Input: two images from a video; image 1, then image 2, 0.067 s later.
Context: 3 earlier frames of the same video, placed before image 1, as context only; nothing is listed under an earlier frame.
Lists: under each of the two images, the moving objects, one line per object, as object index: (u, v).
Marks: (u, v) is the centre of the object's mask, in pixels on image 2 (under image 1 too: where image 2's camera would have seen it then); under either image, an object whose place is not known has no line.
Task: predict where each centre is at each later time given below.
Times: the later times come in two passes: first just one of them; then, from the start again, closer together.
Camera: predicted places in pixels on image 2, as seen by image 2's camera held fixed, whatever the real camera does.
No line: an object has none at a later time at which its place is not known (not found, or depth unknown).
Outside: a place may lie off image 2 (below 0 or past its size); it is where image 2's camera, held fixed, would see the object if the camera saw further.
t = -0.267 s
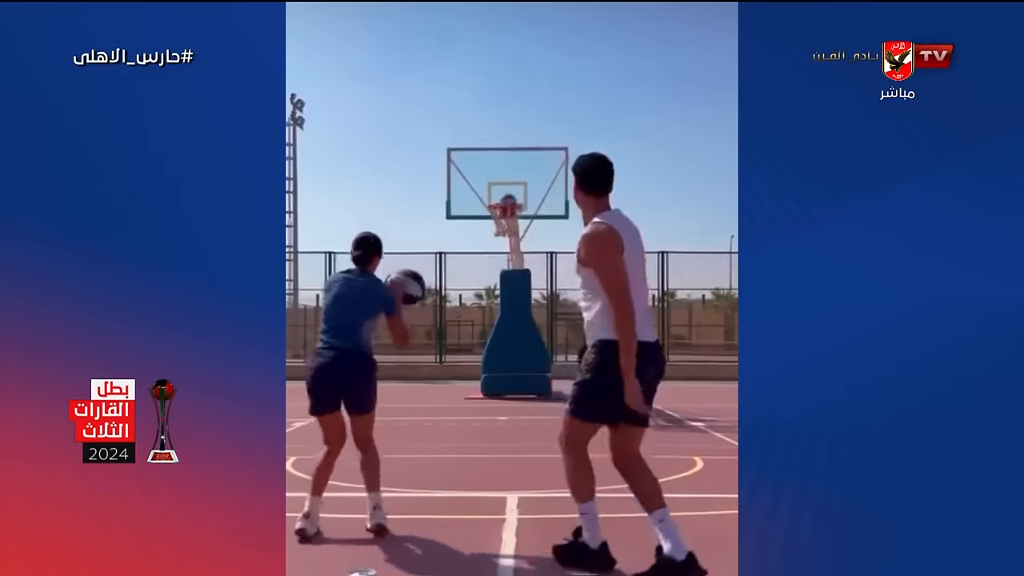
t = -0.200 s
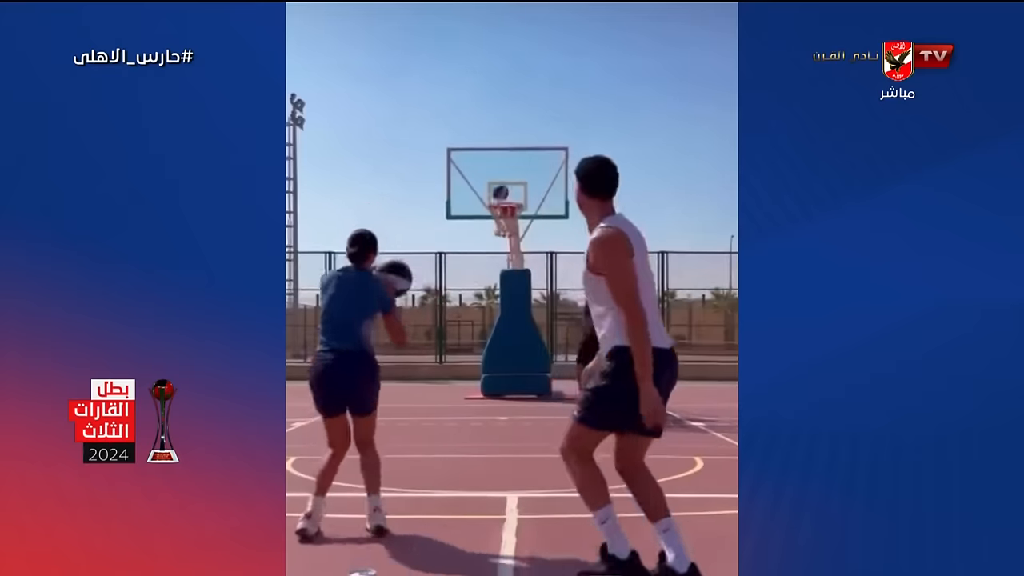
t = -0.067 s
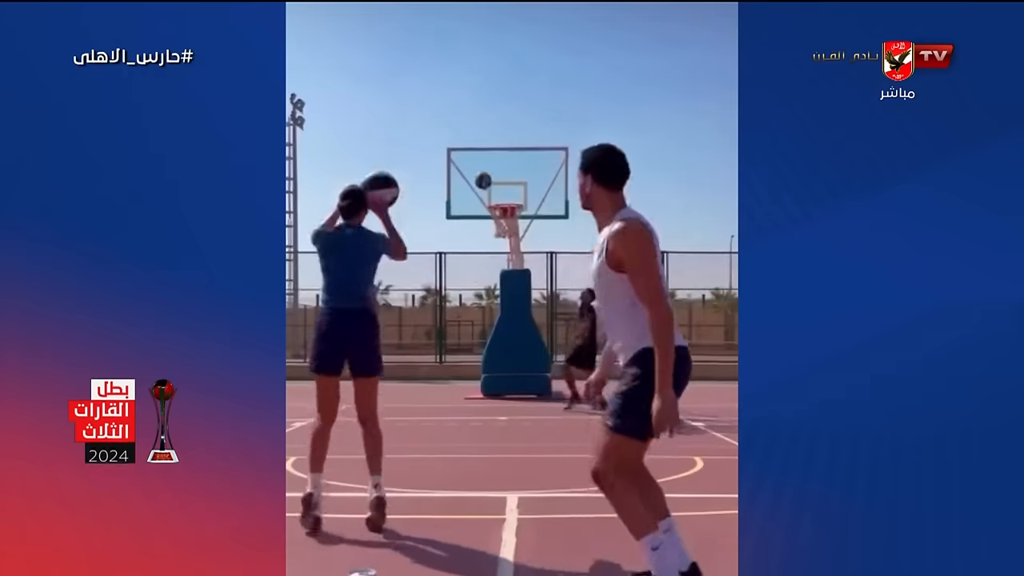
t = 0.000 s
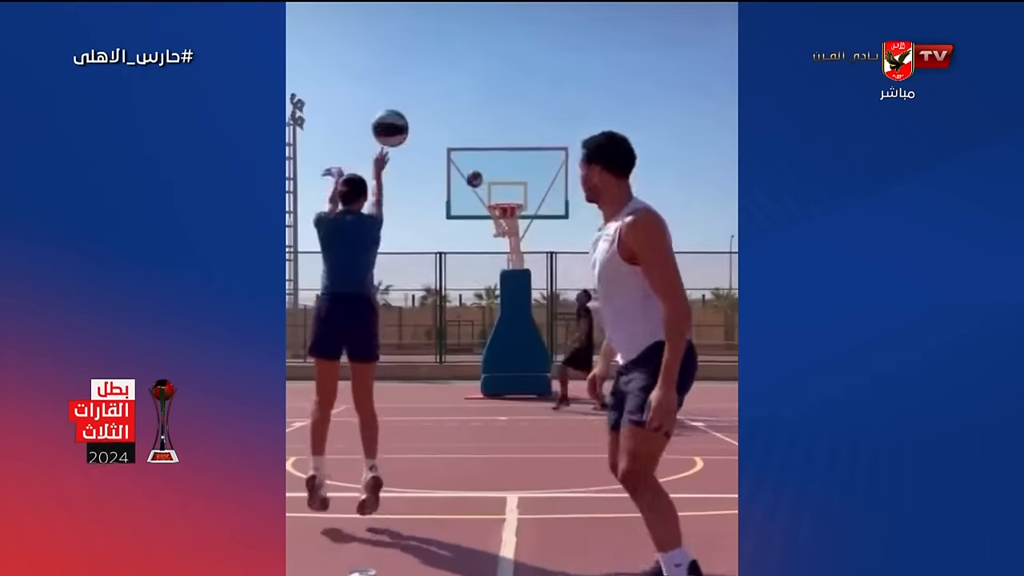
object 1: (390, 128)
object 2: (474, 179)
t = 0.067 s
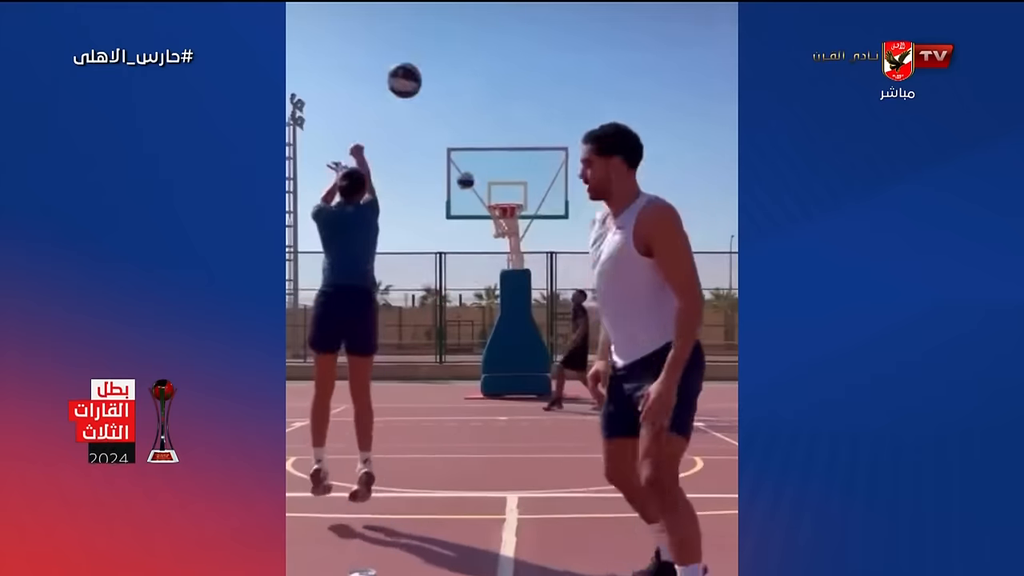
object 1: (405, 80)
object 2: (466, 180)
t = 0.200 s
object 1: (428, 18)
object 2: (447, 194)
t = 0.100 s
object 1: (411, 61)
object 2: (461, 183)
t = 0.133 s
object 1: (417, 44)
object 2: (456, 186)
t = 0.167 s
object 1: (423, 30)
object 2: (451, 189)
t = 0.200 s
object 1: (428, 18)
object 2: (447, 194)
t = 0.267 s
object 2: (437, 205)
